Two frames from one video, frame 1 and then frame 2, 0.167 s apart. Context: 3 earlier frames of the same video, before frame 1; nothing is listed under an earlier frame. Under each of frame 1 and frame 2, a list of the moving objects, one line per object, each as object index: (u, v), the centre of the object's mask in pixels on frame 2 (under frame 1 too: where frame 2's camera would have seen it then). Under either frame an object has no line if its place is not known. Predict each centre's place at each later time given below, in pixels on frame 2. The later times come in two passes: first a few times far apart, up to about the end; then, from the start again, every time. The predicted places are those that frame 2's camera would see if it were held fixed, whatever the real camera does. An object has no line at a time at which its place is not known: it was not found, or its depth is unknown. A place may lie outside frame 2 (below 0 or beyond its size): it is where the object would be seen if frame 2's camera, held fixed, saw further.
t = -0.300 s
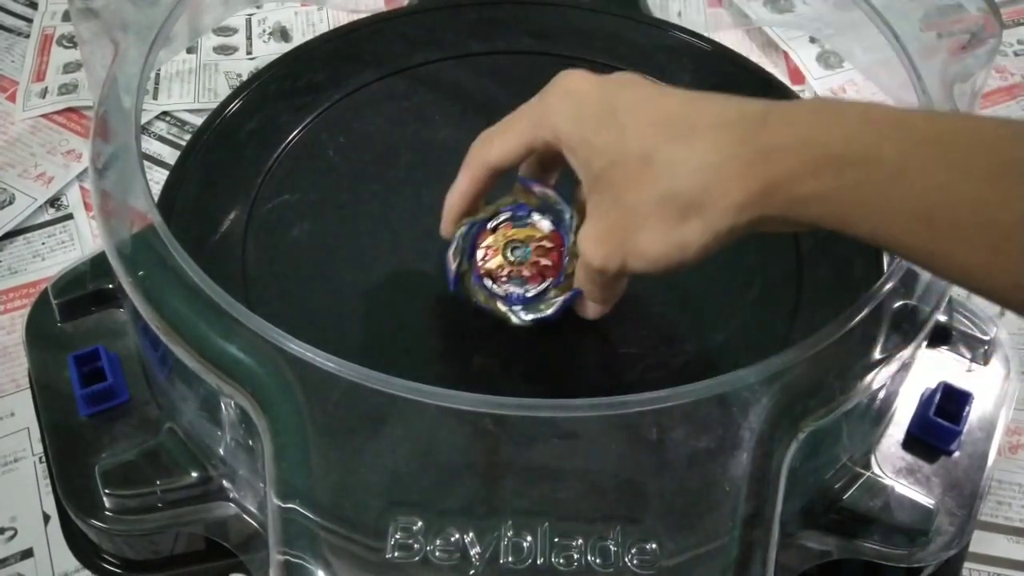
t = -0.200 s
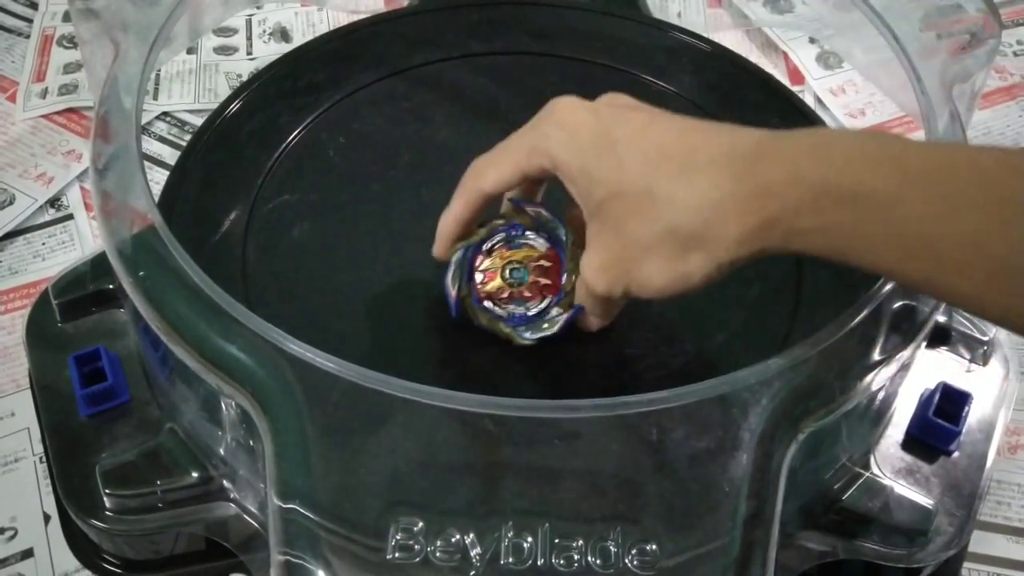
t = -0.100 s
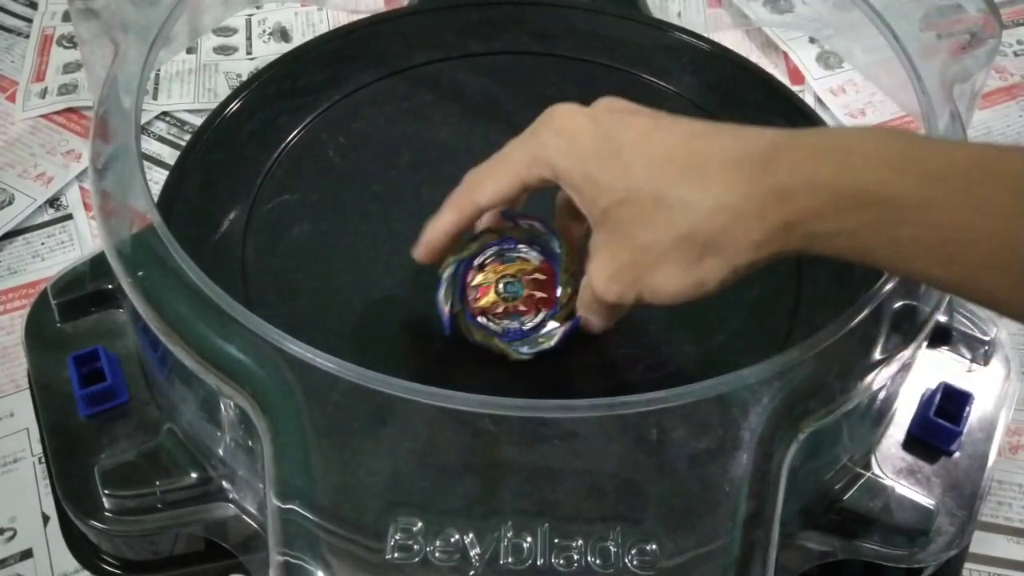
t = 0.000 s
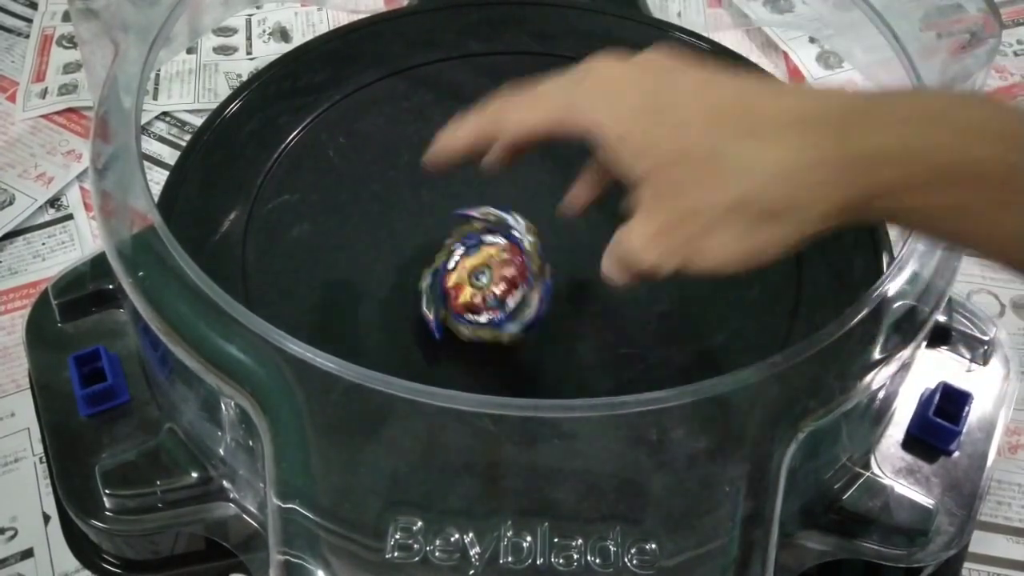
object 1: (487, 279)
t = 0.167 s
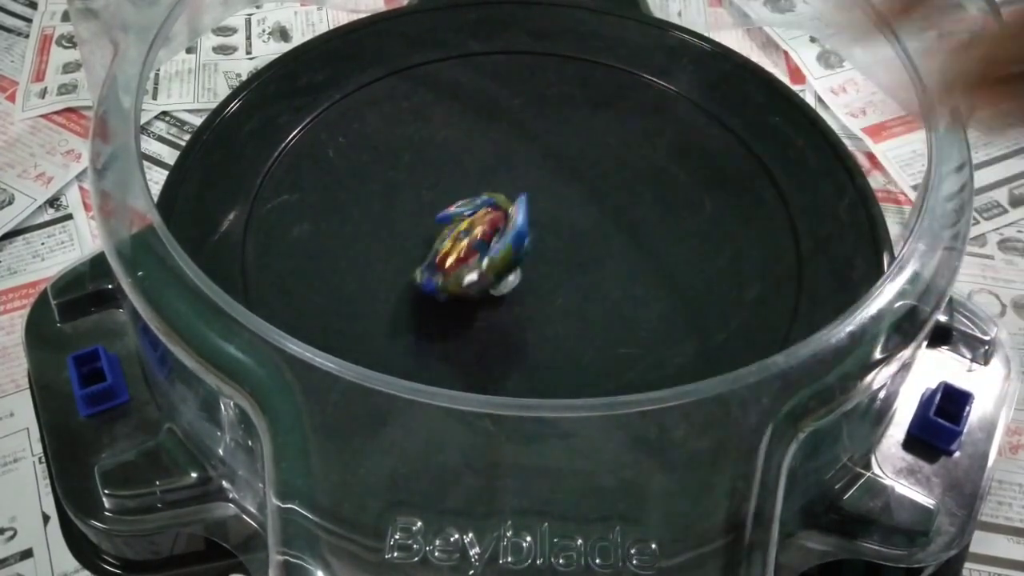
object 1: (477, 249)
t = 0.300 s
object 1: (507, 233)
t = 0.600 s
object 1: (556, 258)
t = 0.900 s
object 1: (554, 268)
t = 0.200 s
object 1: (482, 244)
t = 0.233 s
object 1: (490, 239)
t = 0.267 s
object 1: (498, 235)
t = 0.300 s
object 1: (507, 233)
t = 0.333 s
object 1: (516, 233)
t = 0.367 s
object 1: (525, 233)
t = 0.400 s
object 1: (535, 235)
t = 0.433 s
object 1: (542, 239)
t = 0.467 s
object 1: (547, 243)
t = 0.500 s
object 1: (551, 246)
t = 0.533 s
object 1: (553, 249)
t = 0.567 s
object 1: (555, 254)
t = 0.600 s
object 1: (556, 258)
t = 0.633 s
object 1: (557, 261)
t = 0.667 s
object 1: (556, 264)
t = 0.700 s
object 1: (555, 265)
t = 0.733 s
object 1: (555, 267)
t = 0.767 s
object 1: (554, 268)
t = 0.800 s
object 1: (553, 269)
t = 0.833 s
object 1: (553, 269)
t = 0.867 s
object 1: (554, 269)
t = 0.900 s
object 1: (554, 268)
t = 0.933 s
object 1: (555, 267)
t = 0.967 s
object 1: (555, 265)
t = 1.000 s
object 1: (556, 264)
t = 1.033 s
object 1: (556, 261)
